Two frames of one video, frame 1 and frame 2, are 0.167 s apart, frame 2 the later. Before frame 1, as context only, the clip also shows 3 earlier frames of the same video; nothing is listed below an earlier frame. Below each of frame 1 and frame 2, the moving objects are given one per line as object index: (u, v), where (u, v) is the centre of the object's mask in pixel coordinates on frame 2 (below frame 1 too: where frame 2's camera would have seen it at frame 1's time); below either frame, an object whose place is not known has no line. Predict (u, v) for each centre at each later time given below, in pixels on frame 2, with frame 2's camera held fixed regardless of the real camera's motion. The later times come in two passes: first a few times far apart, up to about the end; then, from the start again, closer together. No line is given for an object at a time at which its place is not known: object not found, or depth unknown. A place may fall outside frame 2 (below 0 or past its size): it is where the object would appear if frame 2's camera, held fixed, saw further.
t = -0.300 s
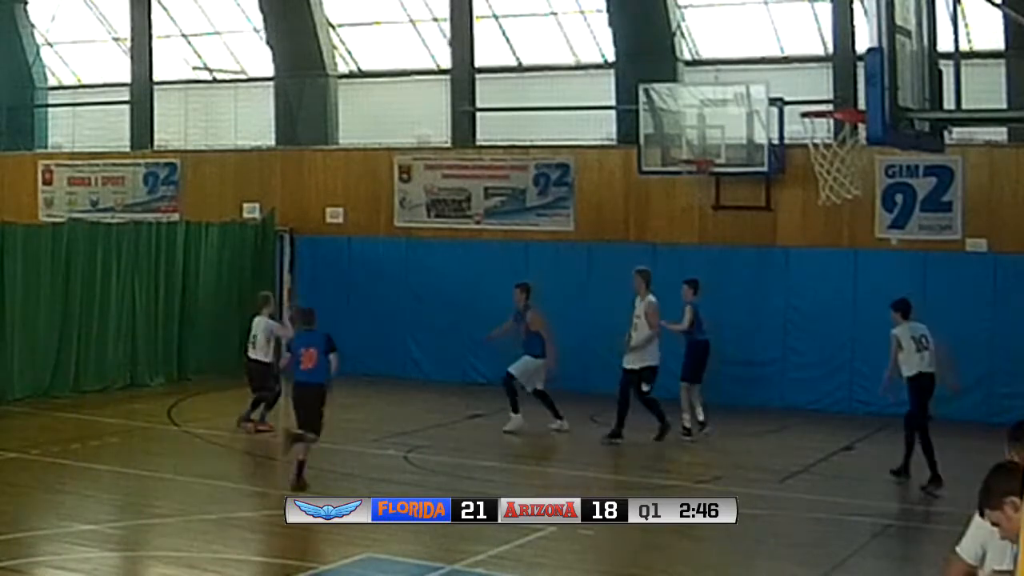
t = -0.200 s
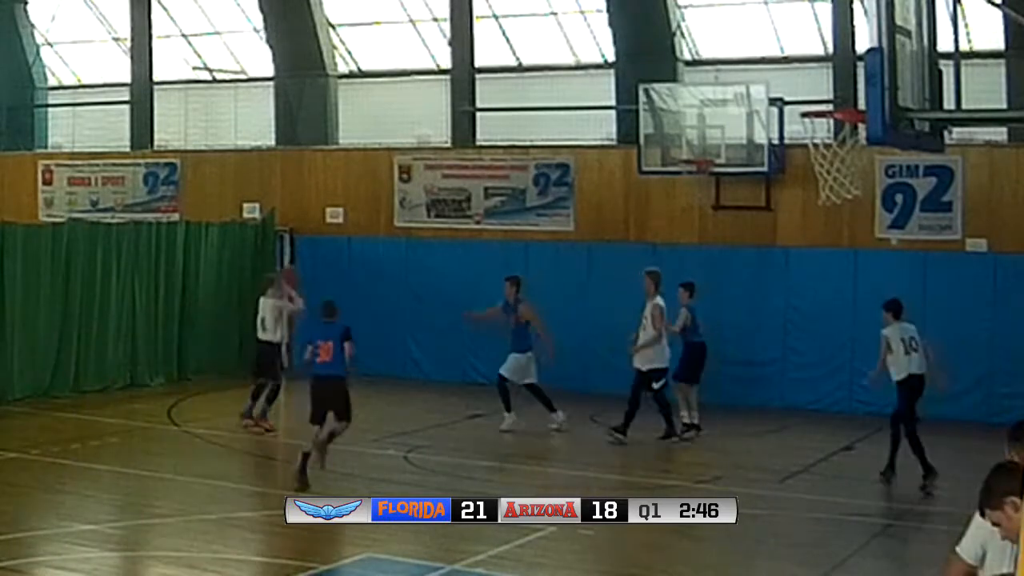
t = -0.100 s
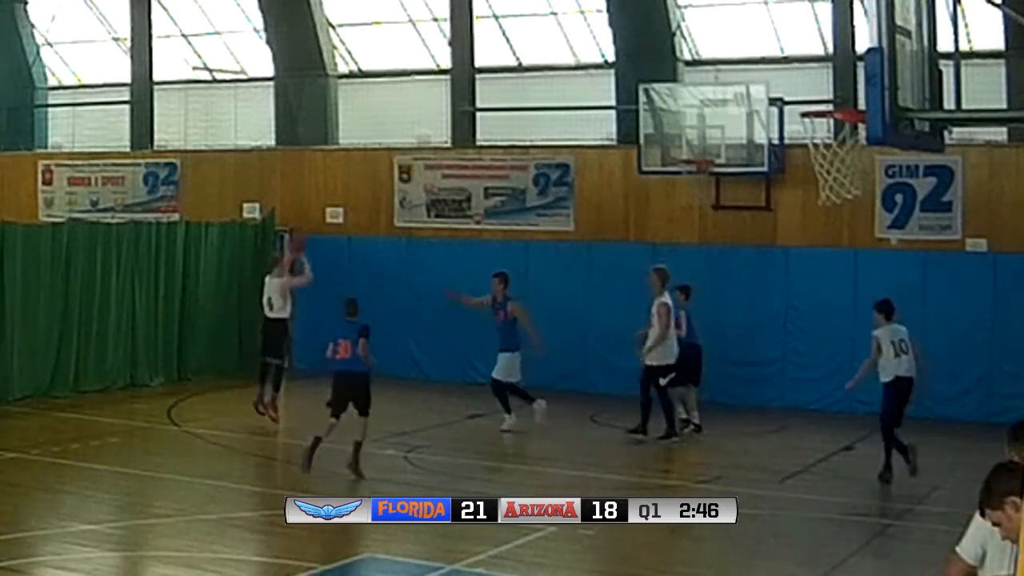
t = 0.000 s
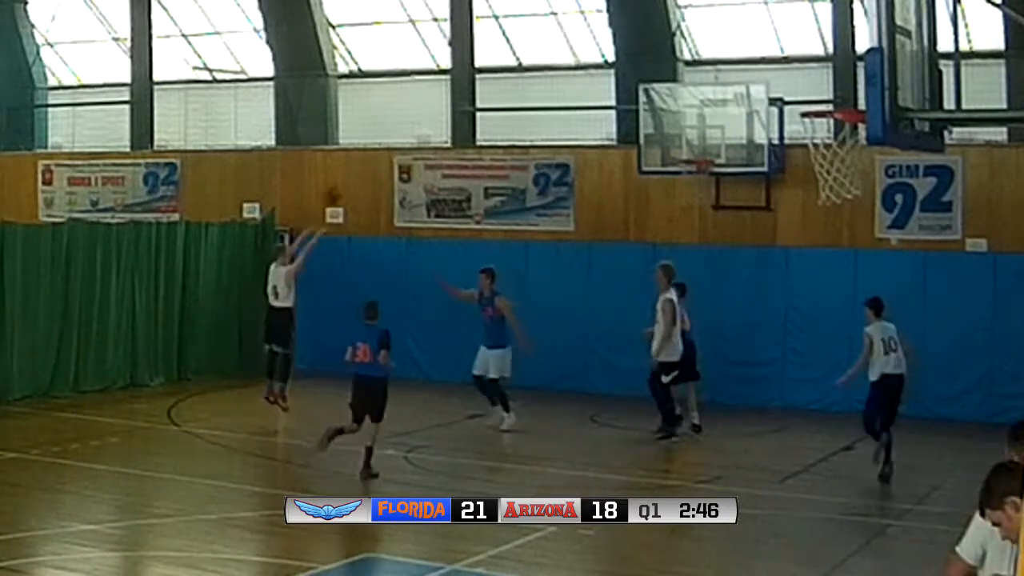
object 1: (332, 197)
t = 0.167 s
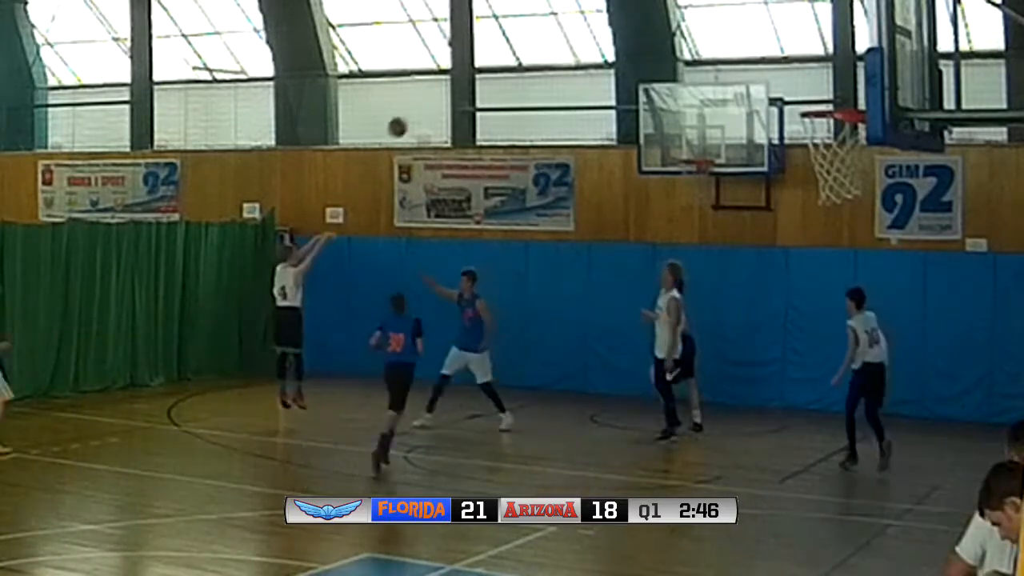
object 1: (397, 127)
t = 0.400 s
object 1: (484, 76)
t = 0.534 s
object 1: (533, 68)
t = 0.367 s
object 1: (475, 80)
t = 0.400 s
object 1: (484, 76)
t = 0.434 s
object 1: (497, 73)
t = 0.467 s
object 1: (510, 70)
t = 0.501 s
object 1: (521, 68)
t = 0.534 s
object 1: (533, 68)
